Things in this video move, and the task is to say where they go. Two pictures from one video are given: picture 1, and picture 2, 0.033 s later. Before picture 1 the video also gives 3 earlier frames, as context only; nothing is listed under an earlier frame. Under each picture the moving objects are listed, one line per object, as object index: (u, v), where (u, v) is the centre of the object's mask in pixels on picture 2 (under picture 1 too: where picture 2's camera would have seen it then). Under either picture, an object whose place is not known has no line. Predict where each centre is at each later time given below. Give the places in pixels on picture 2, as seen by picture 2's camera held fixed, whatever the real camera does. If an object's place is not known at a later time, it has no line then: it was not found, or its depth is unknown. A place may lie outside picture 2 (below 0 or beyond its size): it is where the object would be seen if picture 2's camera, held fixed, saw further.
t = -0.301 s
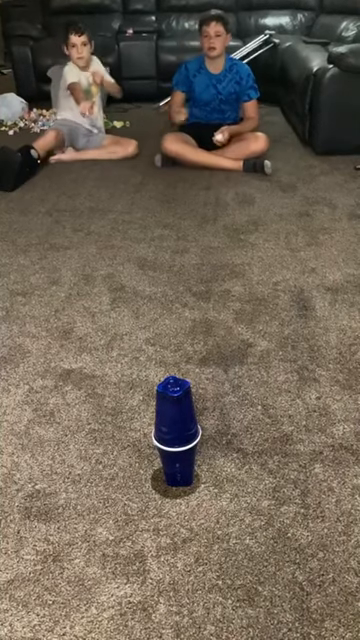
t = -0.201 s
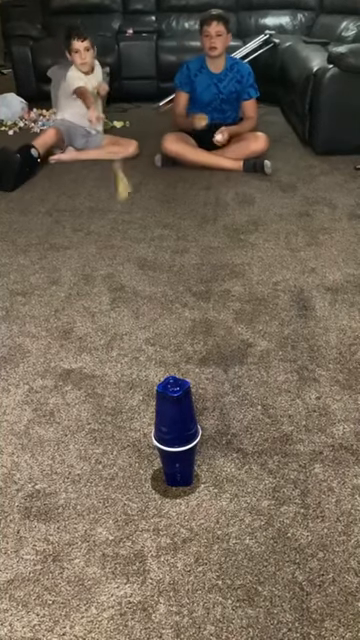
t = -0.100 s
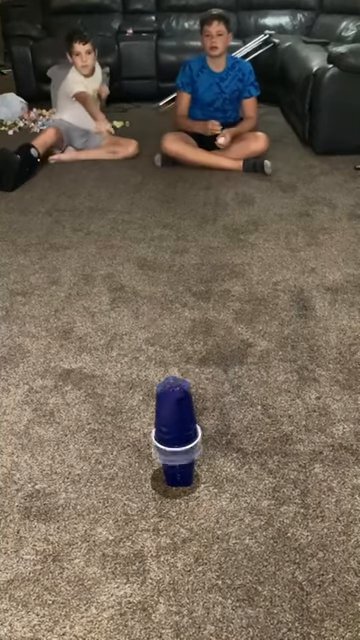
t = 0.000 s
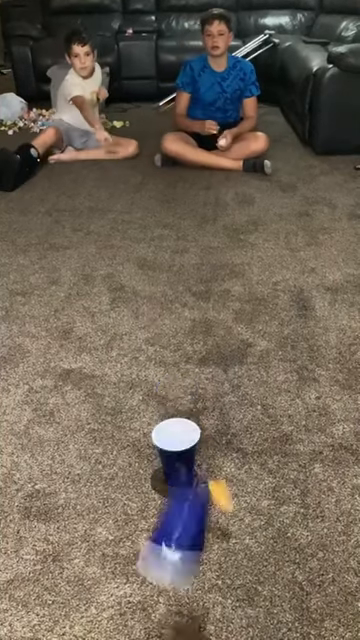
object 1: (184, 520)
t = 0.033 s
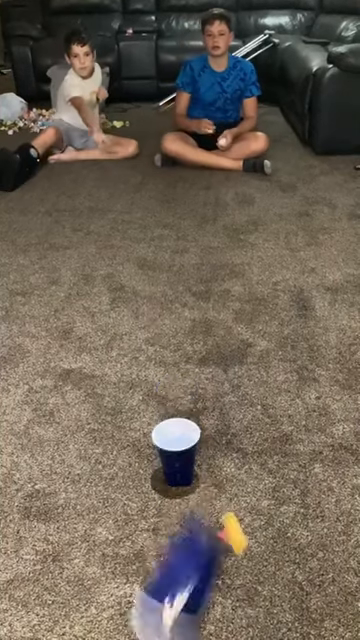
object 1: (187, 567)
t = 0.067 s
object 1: (198, 616)
